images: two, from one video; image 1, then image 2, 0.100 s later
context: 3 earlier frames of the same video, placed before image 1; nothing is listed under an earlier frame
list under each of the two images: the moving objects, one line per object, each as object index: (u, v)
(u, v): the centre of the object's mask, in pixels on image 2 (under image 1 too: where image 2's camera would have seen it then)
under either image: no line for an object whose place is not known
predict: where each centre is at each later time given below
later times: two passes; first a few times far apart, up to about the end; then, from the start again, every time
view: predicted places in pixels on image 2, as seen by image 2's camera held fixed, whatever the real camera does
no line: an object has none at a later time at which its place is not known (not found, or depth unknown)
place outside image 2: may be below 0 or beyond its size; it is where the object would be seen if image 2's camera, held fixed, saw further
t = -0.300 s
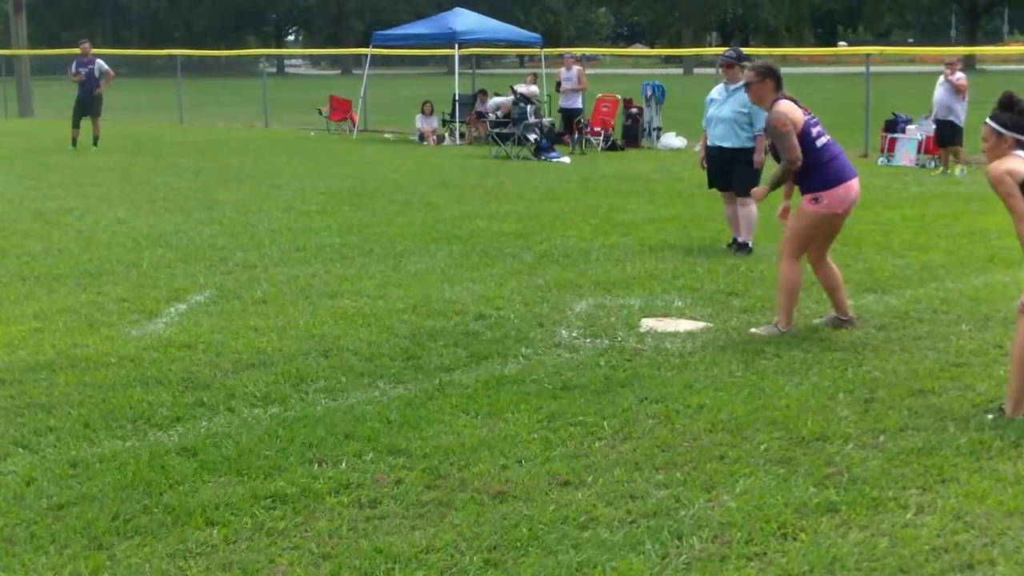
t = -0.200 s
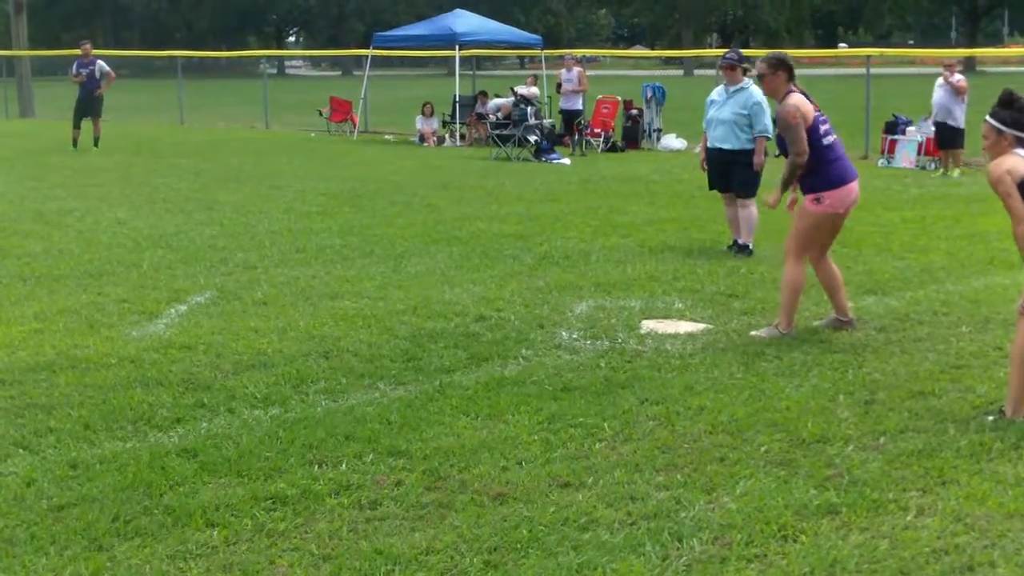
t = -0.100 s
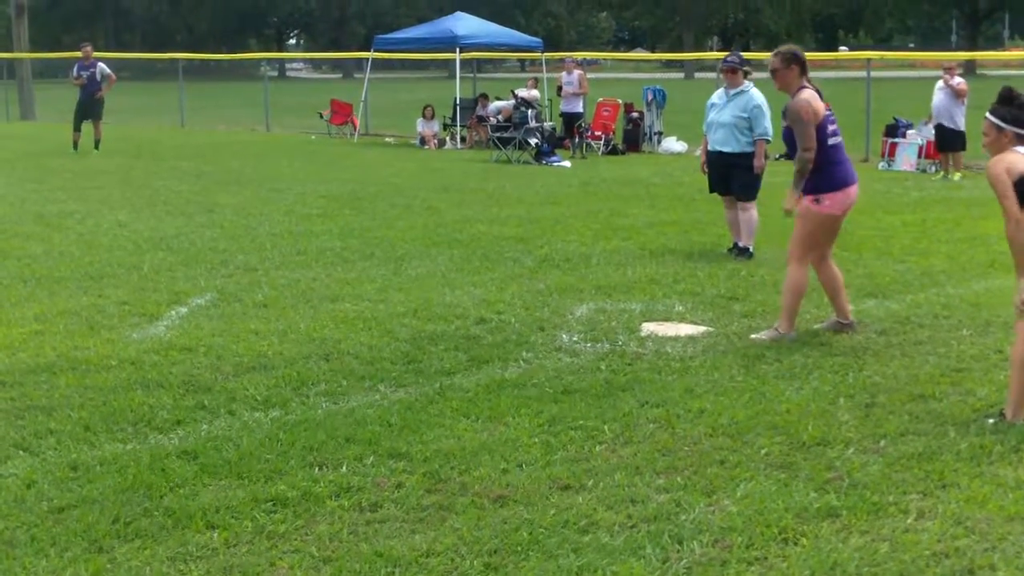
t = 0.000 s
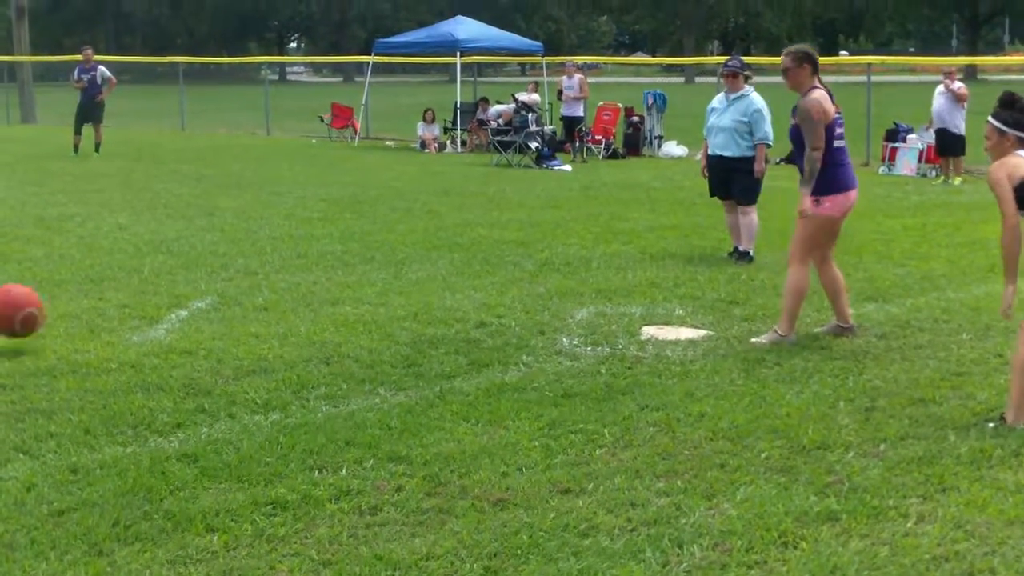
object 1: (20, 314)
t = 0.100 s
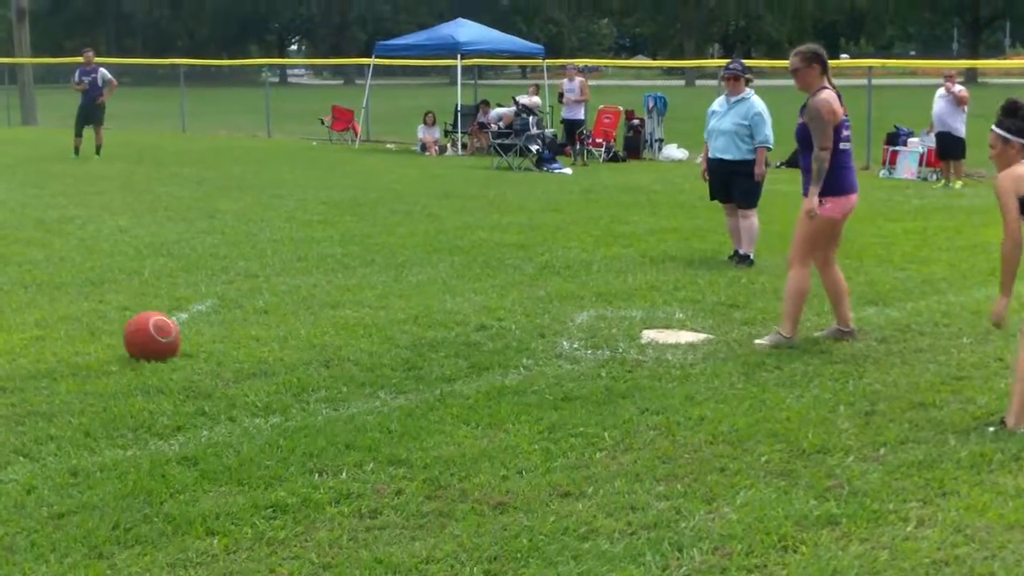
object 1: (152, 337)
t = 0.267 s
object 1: (360, 327)
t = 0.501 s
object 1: (660, 349)
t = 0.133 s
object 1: (195, 340)
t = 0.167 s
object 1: (236, 339)
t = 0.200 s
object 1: (278, 334)
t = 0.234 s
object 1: (319, 329)
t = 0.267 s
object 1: (360, 327)
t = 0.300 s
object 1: (402, 328)
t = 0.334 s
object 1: (444, 329)
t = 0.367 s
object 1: (488, 334)
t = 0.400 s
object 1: (531, 344)
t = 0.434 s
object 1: (575, 351)
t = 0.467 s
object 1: (618, 352)
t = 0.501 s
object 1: (660, 349)
